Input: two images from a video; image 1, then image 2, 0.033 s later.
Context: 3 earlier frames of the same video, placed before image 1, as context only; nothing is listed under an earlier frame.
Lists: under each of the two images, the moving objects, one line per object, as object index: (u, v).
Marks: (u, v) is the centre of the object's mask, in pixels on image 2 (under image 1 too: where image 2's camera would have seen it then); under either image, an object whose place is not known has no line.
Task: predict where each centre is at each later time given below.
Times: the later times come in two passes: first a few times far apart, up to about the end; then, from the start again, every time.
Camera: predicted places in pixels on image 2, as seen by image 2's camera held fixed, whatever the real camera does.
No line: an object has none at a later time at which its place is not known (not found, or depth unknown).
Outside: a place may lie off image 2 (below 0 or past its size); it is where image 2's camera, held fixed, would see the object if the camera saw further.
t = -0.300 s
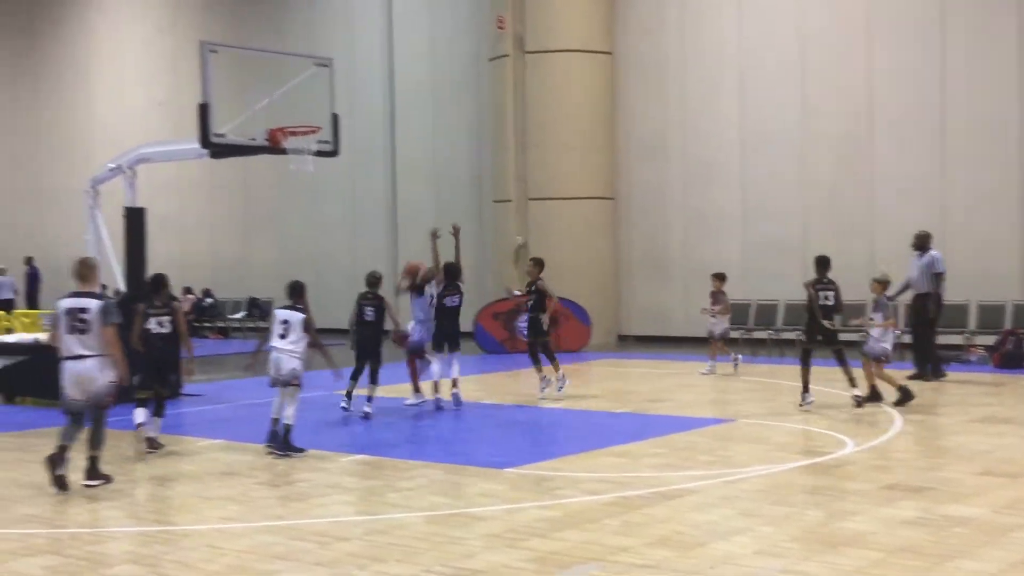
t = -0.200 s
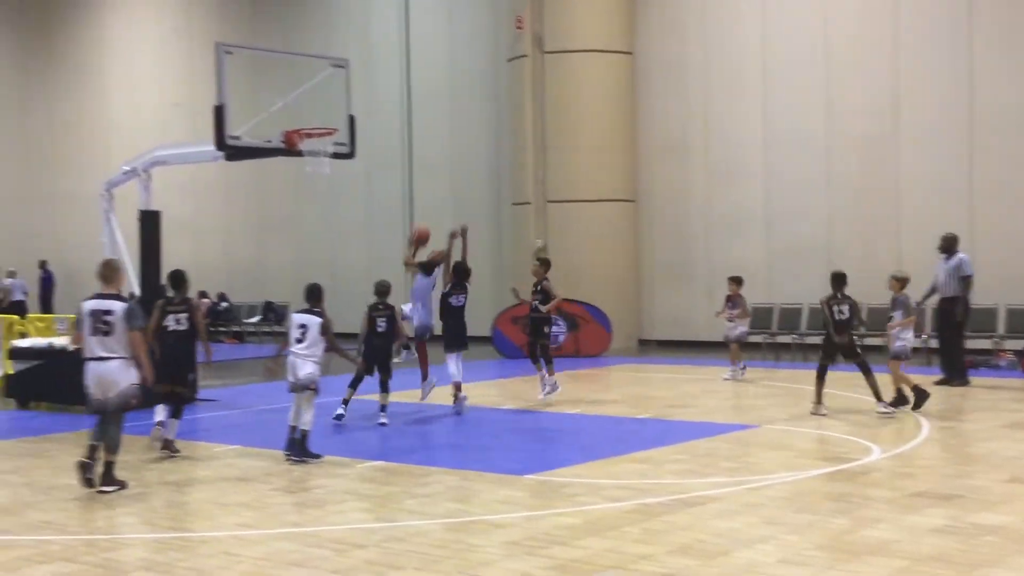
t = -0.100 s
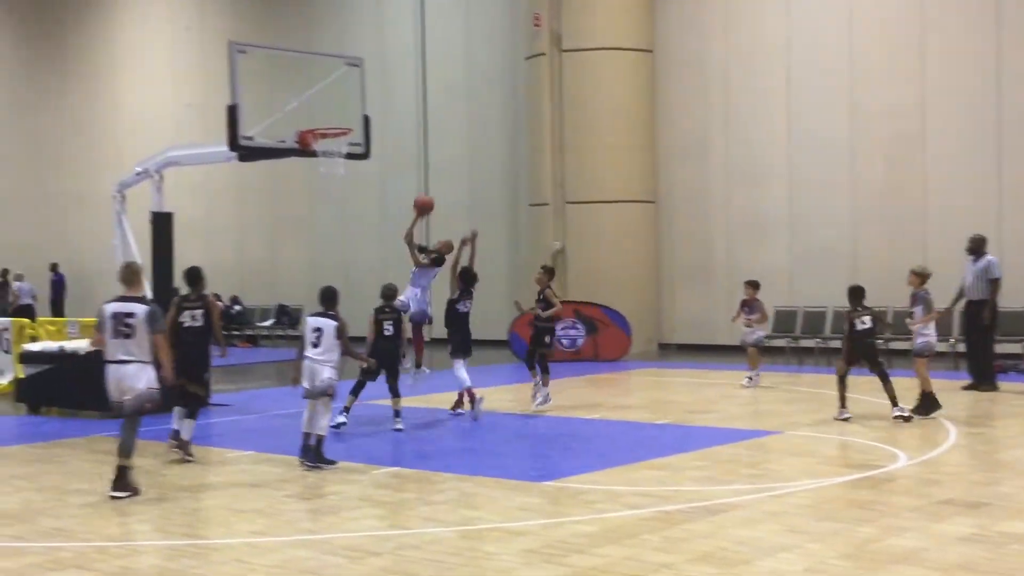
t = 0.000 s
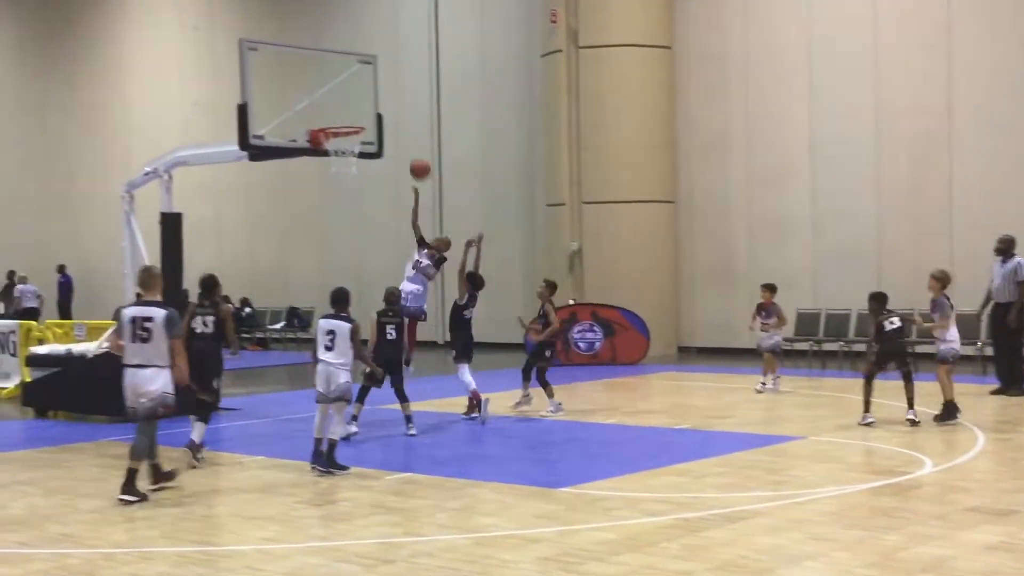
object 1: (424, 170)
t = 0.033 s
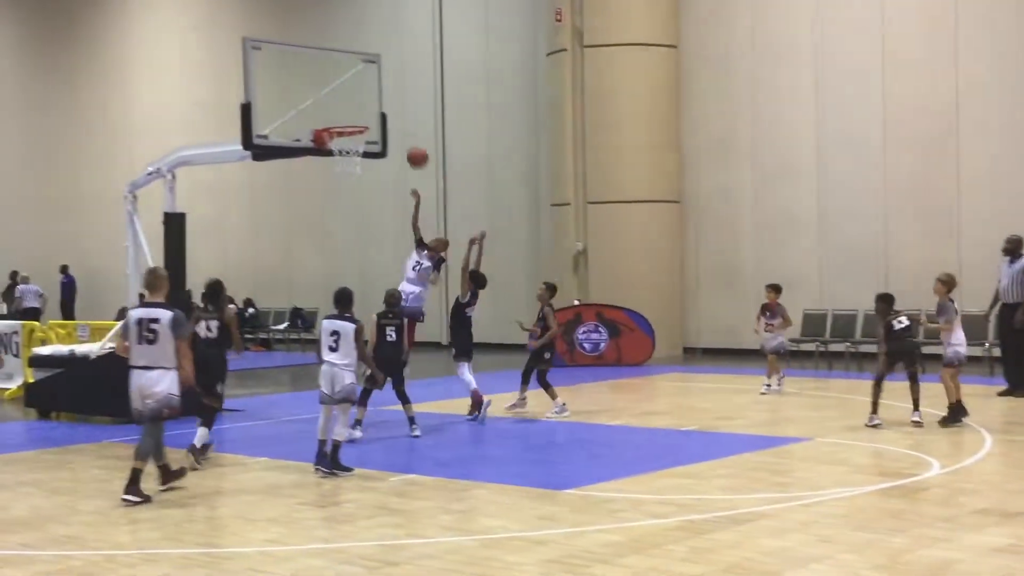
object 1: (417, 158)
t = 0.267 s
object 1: (367, 99)
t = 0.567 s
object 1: (336, 101)
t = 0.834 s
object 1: (335, 156)
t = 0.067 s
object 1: (410, 147)
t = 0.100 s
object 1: (403, 136)
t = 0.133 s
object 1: (397, 126)
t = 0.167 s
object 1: (390, 118)
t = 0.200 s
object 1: (382, 111)
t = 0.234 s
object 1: (375, 104)
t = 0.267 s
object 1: (367, 99)
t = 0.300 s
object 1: (361, 94)
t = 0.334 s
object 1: (353, 90)
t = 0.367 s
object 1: (346, 89)
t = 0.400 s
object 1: (344, 87)
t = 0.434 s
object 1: (342, 89)
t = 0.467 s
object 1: (340, 90)
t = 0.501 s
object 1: (338, 93)
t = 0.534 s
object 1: (337, 96)
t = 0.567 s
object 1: (336, 101)
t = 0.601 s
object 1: (335, 107)
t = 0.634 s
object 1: (333, 111)
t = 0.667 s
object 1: (331, 115)
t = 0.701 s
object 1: (329, 130)
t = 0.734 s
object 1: (332, 134)
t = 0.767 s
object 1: (334, 134)
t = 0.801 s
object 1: (333, 145)
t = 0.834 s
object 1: (335, 156)
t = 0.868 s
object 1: (336, 158)
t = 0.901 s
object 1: (338, 164)
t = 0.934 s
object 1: (341, 171)
